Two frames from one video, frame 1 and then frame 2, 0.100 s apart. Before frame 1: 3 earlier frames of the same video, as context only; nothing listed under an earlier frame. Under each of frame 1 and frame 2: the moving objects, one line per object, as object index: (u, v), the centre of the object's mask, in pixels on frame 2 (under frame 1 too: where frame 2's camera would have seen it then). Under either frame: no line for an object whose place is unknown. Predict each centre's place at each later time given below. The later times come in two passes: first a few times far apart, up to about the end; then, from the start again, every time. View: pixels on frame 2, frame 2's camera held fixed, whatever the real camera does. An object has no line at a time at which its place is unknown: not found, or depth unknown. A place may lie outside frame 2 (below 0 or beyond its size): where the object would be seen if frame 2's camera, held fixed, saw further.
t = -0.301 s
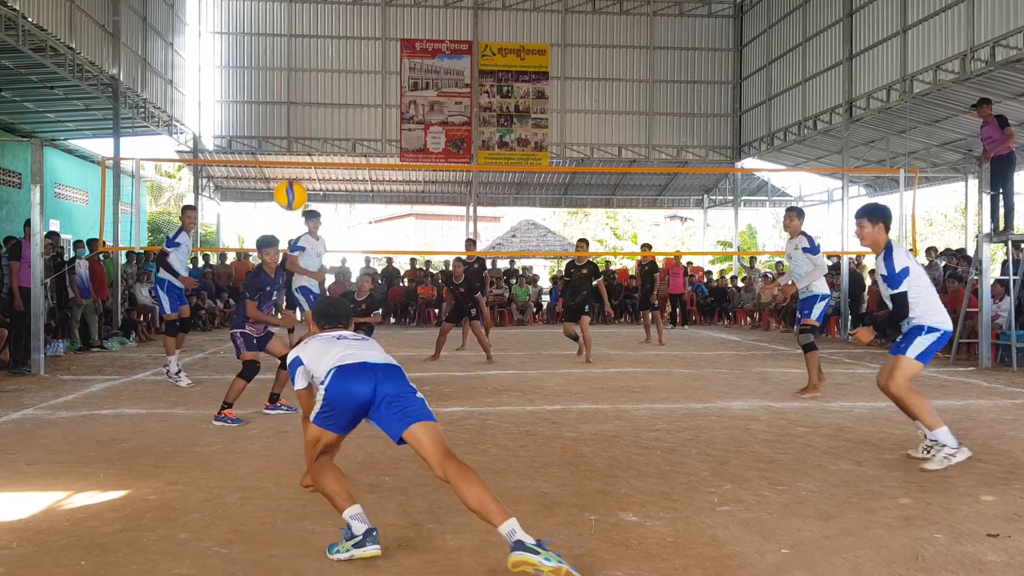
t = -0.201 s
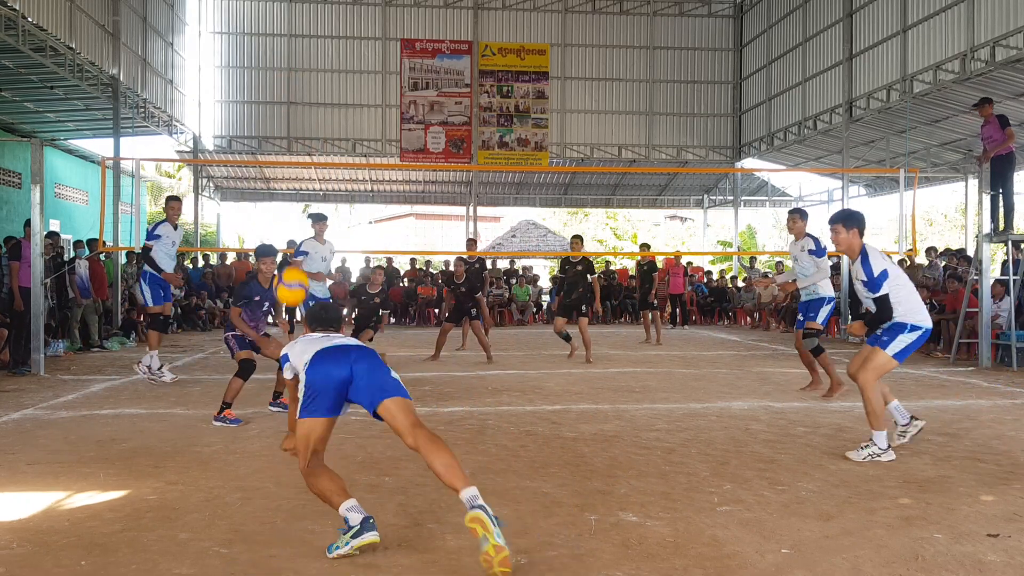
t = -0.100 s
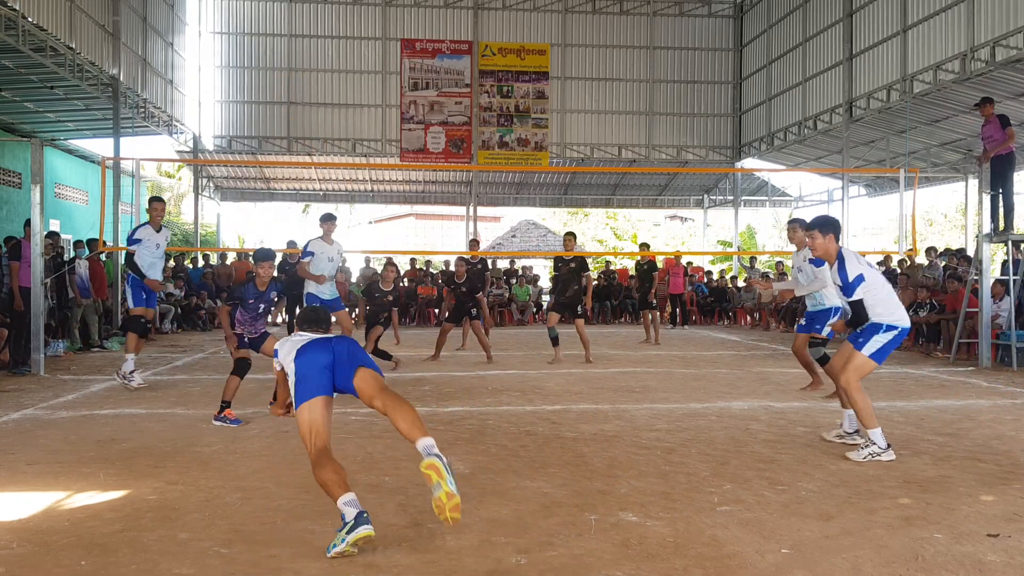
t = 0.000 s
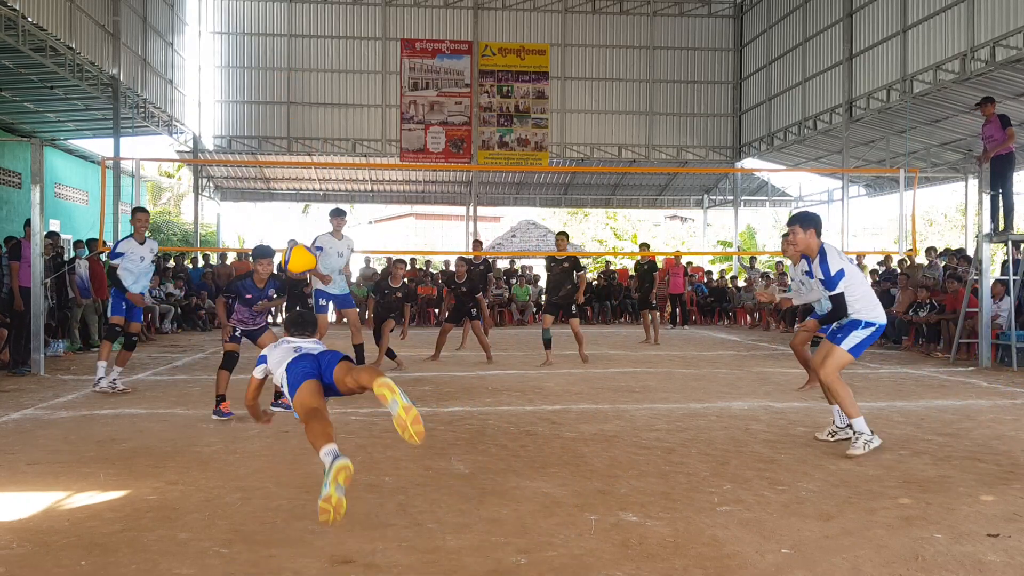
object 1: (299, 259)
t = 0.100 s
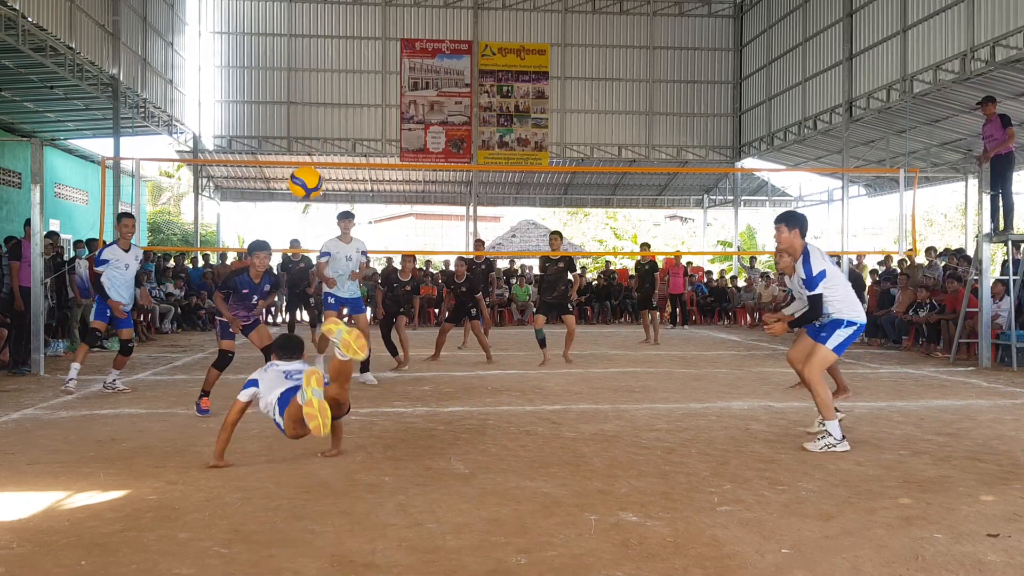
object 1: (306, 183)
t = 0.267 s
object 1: (315, 101)
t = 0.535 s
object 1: (326, 65)
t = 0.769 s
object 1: (333, 107)
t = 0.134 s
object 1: (308, 162)
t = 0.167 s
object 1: (309, 143)
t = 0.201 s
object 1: (311, 127)
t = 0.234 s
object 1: (313, 113)
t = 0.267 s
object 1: (315, 101)
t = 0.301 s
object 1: (316, 90)
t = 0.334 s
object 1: (318, 82)
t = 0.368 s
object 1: (319, 75)
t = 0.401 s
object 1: (321, 70)
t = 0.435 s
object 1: (322, 66)
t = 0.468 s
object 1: (323, 64)
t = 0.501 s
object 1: (325, 64)
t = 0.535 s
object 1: (326, 65)
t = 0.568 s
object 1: (327, 67)
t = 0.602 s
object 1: (328, 70)
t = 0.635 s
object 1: (329, 75)
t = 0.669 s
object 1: (330, 81)
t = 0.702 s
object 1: (331, 89)
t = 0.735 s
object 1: (333, 97)
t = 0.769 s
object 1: (333, 107)
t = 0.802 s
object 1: (335, 117)
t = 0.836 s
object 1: (336, 128)
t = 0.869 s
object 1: (337, 141)
